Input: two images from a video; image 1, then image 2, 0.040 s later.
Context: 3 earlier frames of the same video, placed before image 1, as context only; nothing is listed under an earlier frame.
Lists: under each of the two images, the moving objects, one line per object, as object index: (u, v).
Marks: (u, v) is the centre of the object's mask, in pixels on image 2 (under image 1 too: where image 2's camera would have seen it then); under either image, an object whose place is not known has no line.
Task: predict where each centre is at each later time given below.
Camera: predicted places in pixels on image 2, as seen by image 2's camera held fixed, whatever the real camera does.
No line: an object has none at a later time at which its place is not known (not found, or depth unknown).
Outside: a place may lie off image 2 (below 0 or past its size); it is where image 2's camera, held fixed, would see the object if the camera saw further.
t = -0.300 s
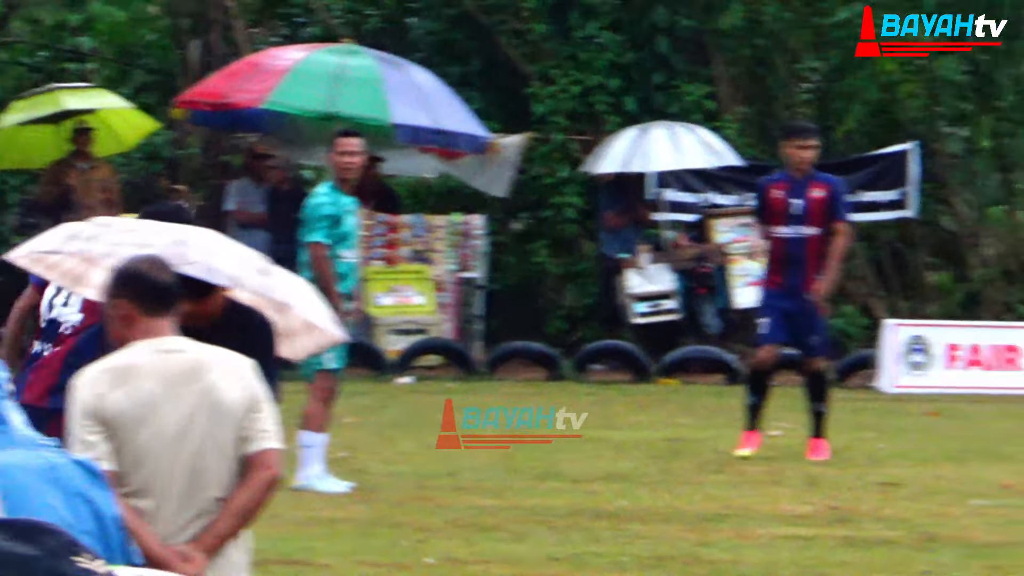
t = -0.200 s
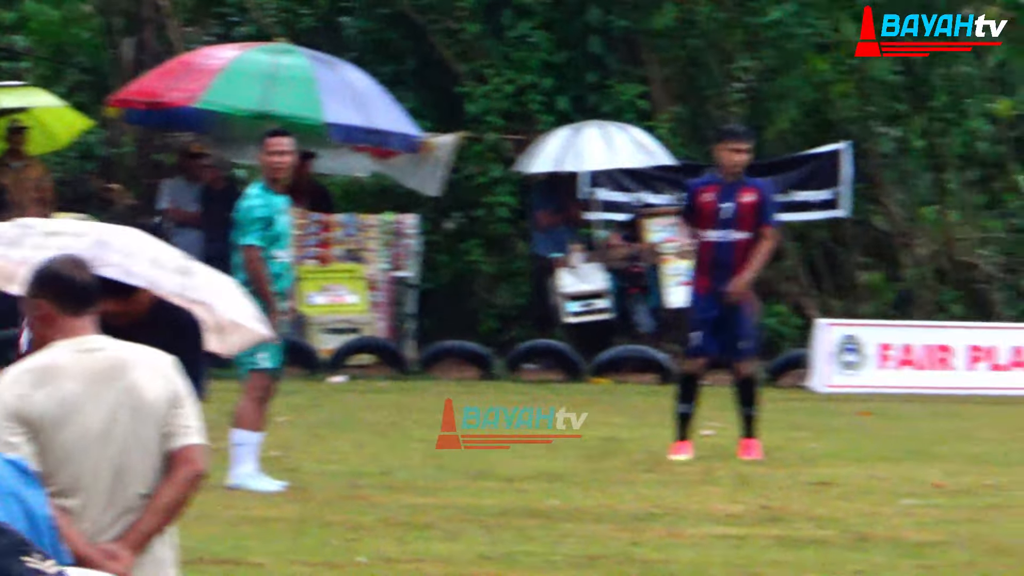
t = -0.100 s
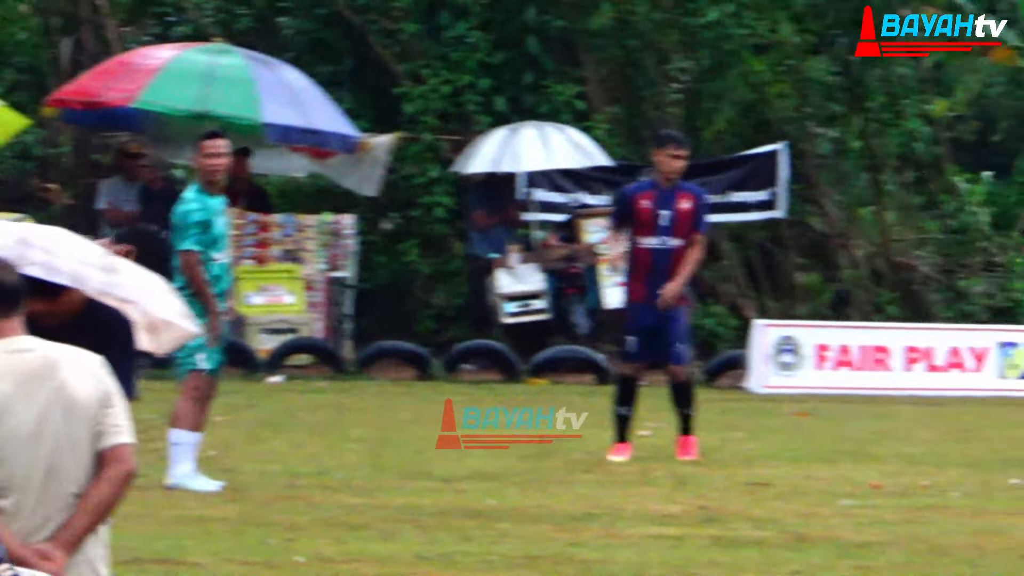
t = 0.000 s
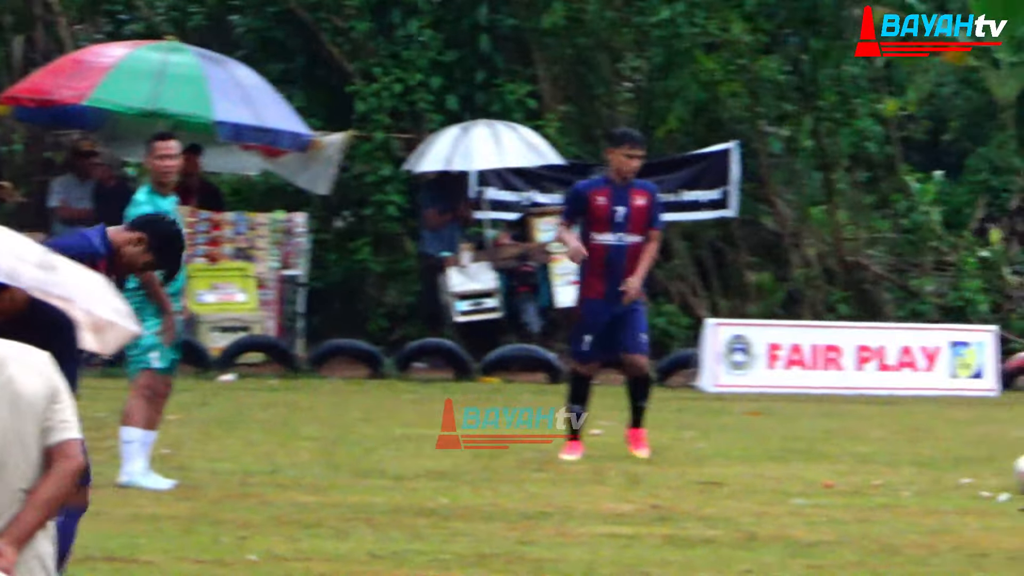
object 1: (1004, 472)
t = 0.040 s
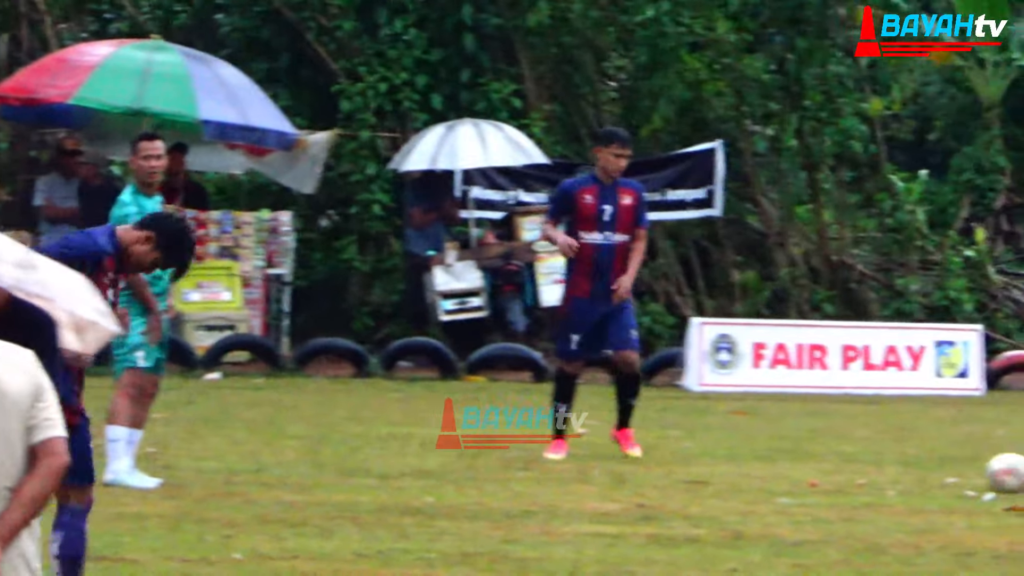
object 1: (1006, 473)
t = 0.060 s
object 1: (1005, 473)
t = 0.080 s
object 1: (1001, 472)
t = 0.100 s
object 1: (996, 470)
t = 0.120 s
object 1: (992, 468)
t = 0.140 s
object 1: (988, 468)
